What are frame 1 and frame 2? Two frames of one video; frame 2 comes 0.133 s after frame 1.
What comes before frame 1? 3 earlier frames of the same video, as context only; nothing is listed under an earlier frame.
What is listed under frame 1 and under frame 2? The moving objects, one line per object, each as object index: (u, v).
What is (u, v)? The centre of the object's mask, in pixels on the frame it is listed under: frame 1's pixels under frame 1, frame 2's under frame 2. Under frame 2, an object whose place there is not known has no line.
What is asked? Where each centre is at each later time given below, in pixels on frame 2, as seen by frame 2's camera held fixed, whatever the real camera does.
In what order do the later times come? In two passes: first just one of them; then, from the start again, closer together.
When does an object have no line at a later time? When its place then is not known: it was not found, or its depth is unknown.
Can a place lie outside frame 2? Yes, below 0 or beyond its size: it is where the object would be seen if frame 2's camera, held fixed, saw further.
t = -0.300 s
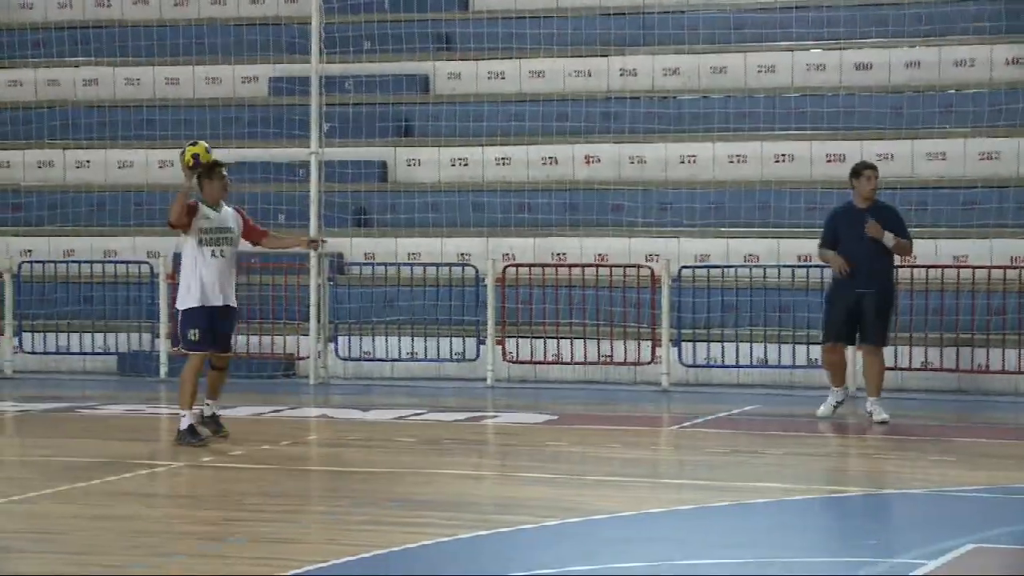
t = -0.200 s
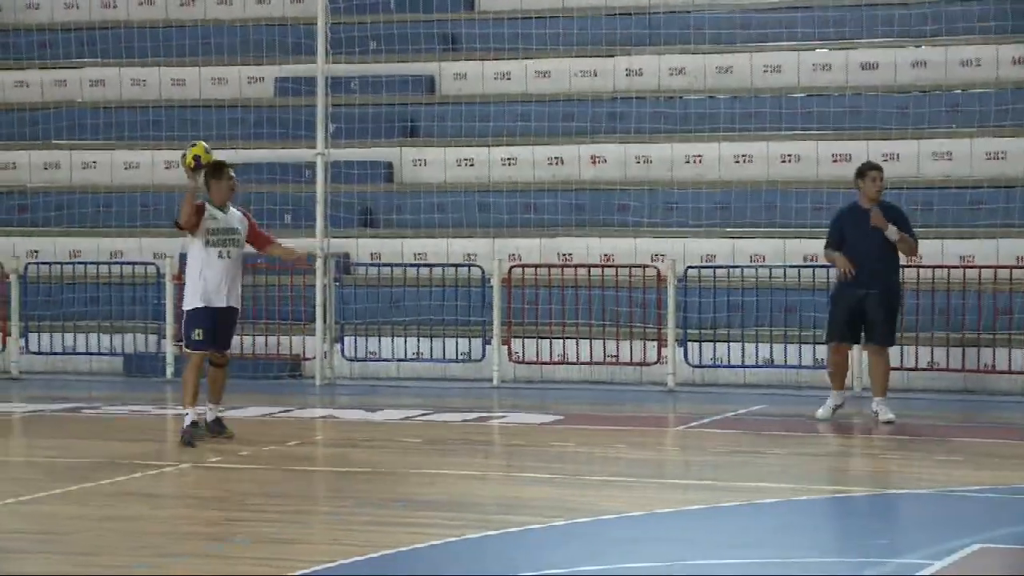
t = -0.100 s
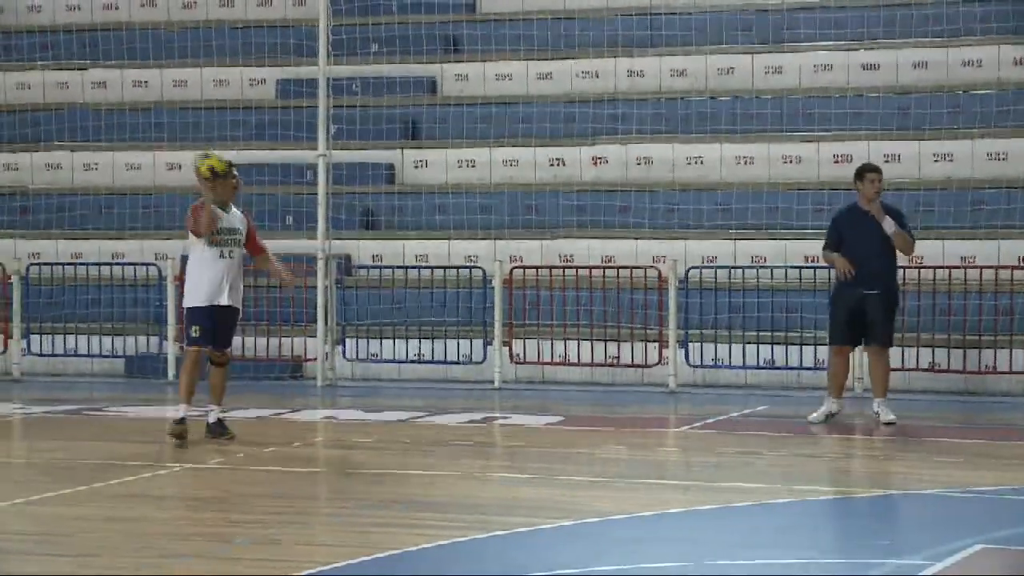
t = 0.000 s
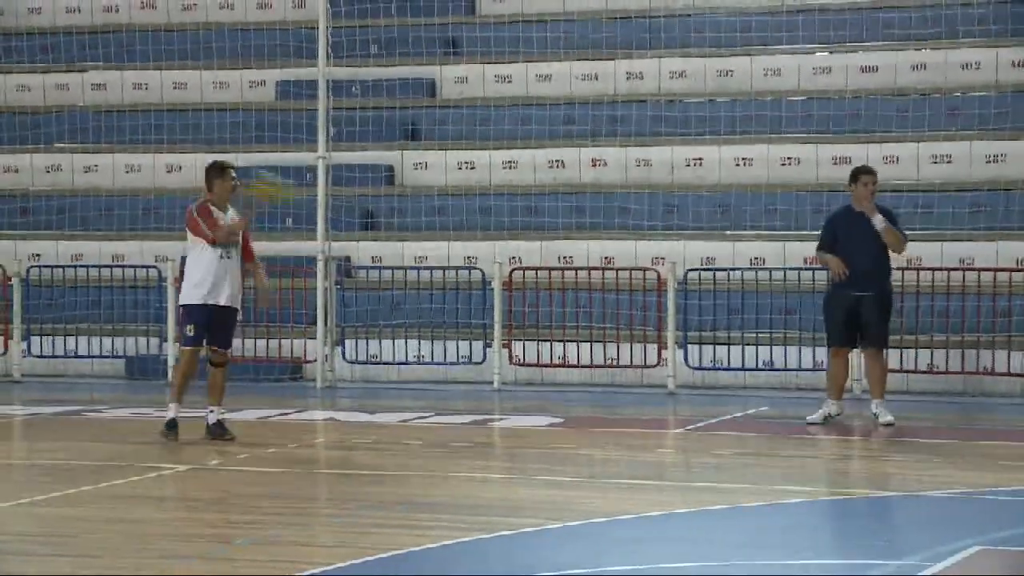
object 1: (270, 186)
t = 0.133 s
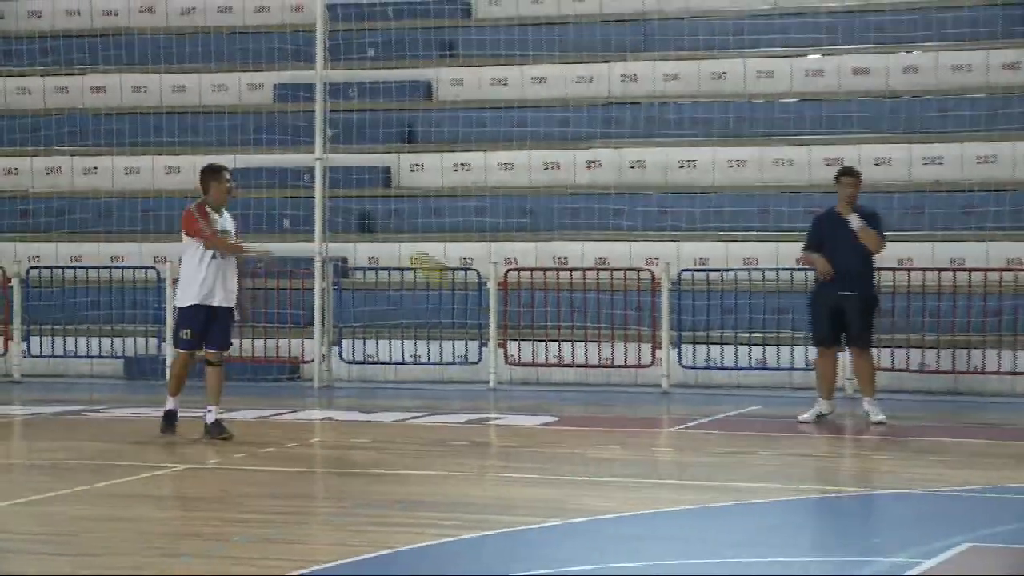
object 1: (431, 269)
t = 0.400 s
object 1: (701, 380)
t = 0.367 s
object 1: (682, 399)
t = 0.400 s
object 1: (701, 380)
